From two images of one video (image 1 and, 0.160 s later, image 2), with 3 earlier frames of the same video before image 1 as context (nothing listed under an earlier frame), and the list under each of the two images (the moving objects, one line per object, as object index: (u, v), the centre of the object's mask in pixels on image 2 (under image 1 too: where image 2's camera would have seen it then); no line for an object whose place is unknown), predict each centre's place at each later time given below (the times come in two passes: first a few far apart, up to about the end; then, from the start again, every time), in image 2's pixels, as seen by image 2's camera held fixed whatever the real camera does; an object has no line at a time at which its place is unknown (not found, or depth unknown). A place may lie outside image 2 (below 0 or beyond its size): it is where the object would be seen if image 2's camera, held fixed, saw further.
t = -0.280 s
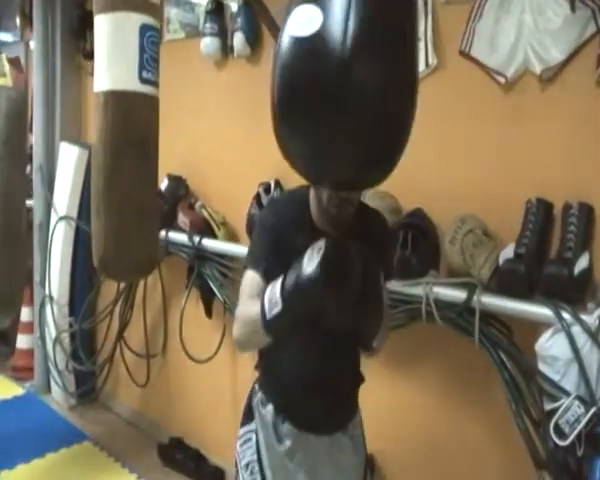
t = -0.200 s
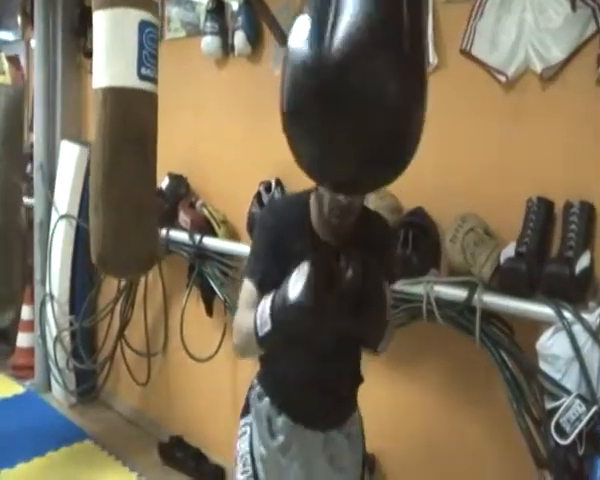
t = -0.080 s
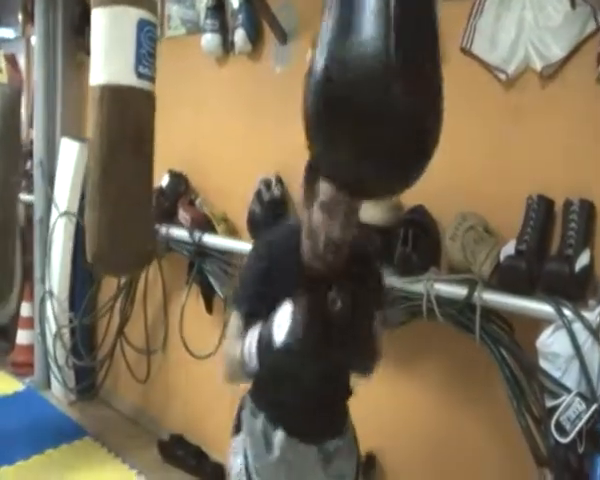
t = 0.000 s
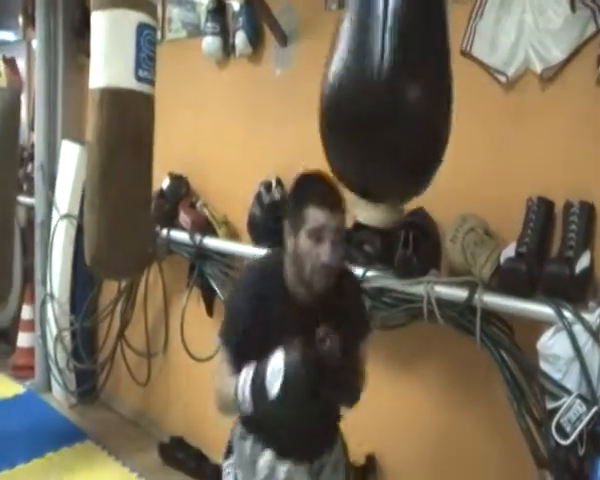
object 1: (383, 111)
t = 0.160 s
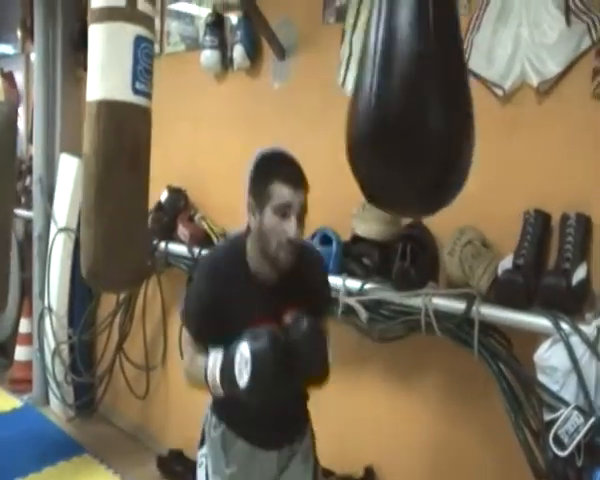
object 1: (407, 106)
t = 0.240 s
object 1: (418, 102)
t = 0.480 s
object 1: (432, 95)
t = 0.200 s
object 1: (413, 105)
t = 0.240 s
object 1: (418, 102)
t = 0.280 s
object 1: (420, 99)
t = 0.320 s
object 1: (423, 97)
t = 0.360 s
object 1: (426, 97)
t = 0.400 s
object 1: (426, 96)
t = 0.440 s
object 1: (431, 96)
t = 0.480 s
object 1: (432, 95)
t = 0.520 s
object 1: (433, 94)
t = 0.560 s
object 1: (434, 94)
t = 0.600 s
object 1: (435, 93)
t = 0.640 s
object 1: (435, 94)
